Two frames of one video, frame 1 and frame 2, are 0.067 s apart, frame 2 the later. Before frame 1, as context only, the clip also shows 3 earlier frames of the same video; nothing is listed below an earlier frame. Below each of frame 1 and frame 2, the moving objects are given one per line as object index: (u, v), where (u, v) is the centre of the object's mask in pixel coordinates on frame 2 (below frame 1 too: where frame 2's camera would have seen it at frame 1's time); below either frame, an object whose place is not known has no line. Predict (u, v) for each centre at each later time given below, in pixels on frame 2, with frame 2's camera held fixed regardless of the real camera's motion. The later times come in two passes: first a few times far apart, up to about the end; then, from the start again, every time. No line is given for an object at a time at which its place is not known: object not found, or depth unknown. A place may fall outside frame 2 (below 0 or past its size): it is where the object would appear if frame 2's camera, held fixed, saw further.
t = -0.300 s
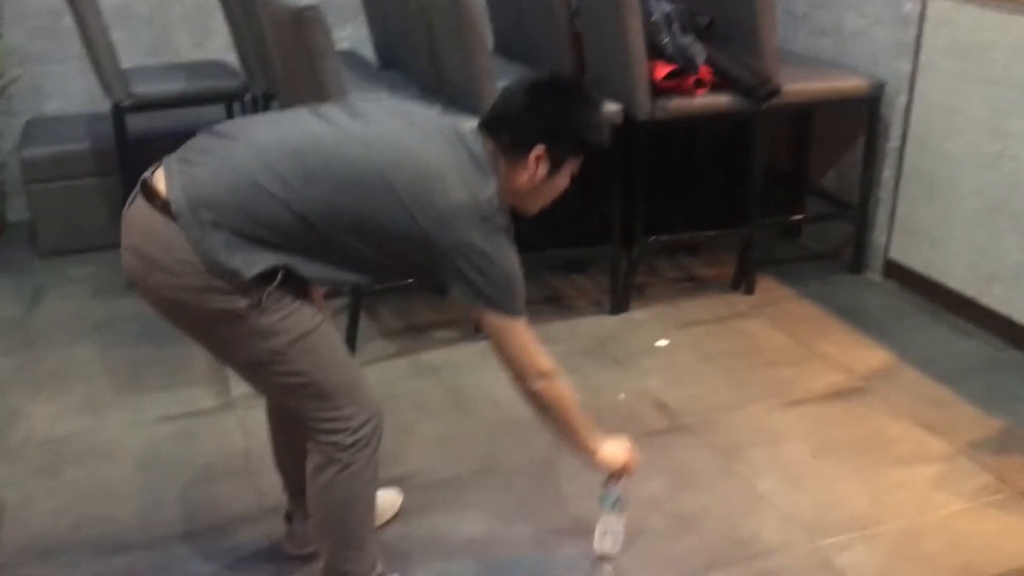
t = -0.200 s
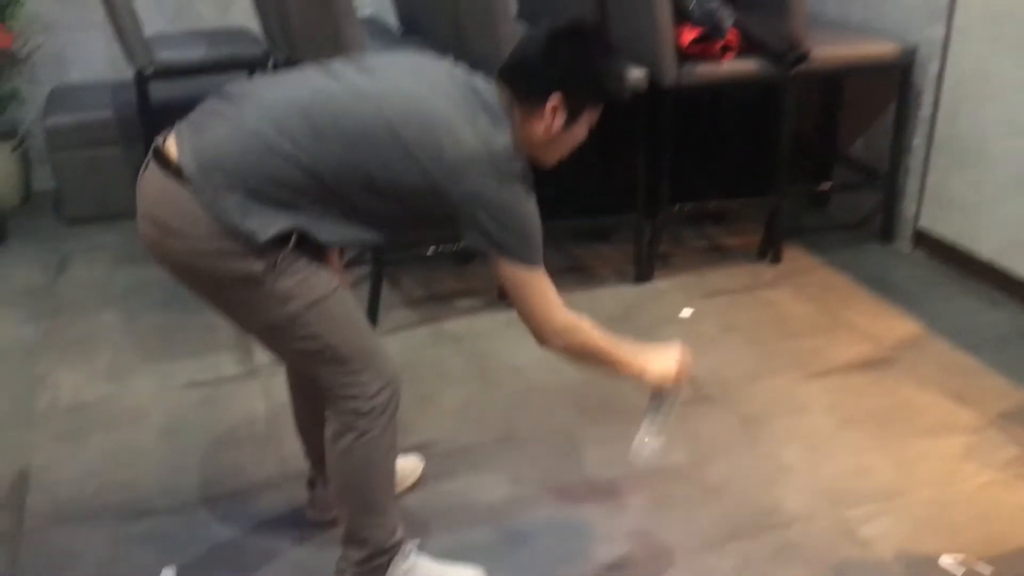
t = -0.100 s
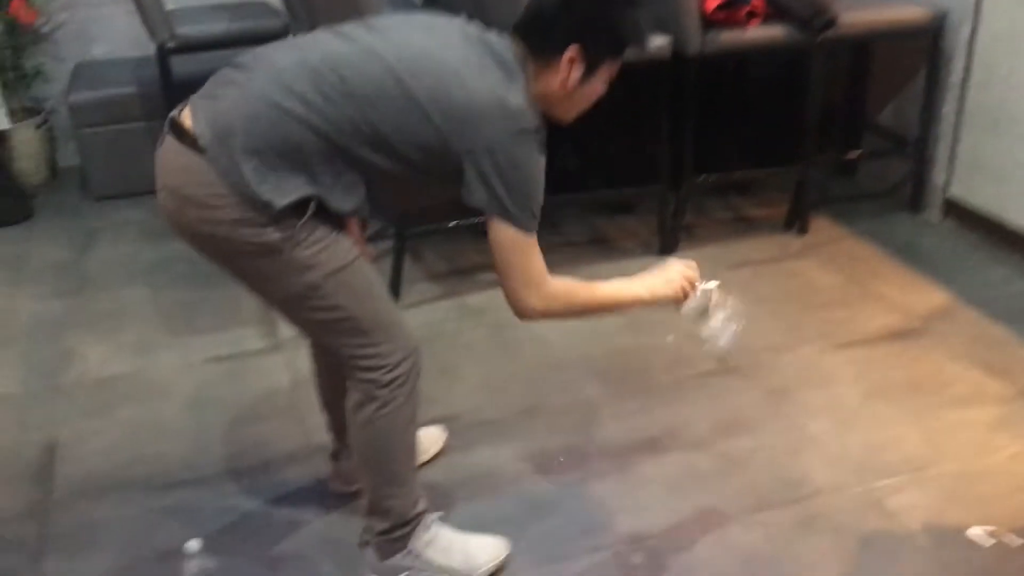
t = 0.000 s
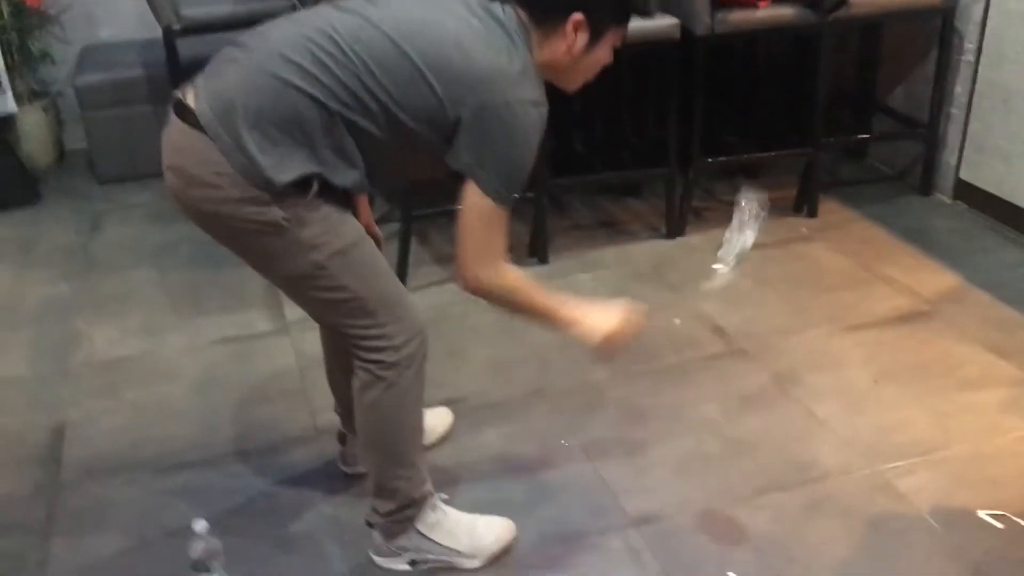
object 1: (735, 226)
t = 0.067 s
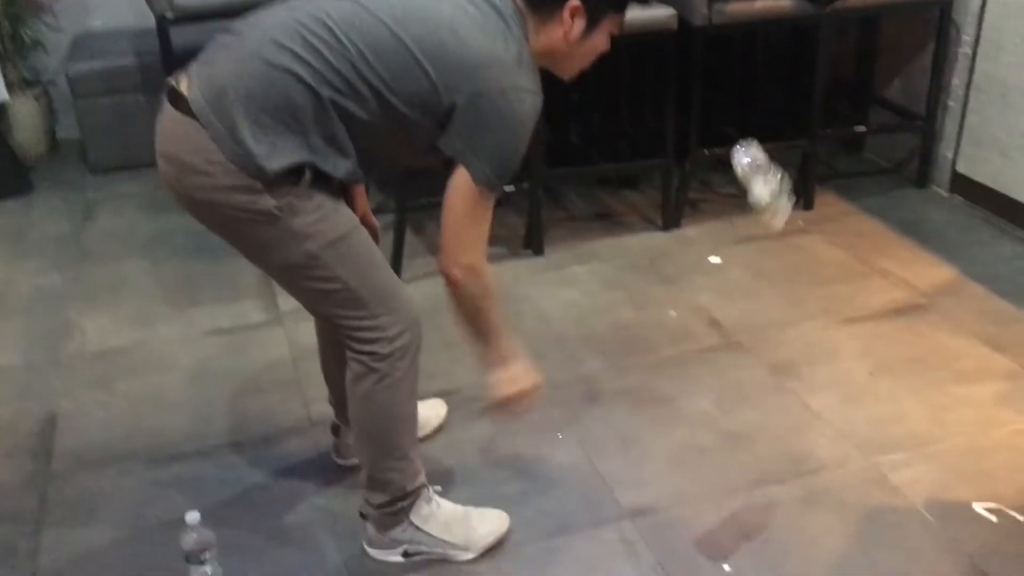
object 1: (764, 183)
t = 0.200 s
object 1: (779, 149)
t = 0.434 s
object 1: (785, 294)
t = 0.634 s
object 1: (768, 436)
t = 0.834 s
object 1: (759, 456)
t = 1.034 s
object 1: (757, 456)
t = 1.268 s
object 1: (755, 454)
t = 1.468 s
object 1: (754, 453)
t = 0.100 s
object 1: (771, 165)
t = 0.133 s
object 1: (774, 152)
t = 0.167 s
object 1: (775, 148)
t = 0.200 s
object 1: (779, 149)
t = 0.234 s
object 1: (783, 155)
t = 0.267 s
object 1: (785, 167)
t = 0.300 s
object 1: (787, 183)
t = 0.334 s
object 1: (789, 203)
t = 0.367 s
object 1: (789, 227)
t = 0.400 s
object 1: (787, 259)
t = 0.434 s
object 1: (785, 294)
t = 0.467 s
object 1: (783, 332)
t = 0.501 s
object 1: (780, 372)
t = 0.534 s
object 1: (778, 413)
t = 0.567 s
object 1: (775, 424)
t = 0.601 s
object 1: (771, 430)
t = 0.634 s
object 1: (768, 436)
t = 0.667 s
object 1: (764, 445)
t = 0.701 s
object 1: (762, 453)
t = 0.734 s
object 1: (761, 454)
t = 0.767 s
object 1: (761, 455)
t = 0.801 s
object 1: (760, 455)
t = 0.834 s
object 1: (759, 456)
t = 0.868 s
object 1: (759, 456)
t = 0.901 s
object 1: (758, 456)
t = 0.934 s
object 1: (758, 456)
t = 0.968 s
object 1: (757, 456)
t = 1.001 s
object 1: (757, 456)
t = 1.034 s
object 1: (757, 456)
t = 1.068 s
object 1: (756, 455)
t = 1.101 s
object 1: (756, 455)
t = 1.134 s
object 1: (756, 455)
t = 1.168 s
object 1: (756, 455)
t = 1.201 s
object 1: (755, 455)
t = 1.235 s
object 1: (756, 454)
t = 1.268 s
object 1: (755, 454)
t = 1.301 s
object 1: (755, 454)
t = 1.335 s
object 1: (755, 453)
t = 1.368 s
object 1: (754, 453)
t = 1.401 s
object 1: (754, 453)
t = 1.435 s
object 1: (754, 453)
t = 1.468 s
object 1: (754, 453)
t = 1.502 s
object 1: (753, 453)
